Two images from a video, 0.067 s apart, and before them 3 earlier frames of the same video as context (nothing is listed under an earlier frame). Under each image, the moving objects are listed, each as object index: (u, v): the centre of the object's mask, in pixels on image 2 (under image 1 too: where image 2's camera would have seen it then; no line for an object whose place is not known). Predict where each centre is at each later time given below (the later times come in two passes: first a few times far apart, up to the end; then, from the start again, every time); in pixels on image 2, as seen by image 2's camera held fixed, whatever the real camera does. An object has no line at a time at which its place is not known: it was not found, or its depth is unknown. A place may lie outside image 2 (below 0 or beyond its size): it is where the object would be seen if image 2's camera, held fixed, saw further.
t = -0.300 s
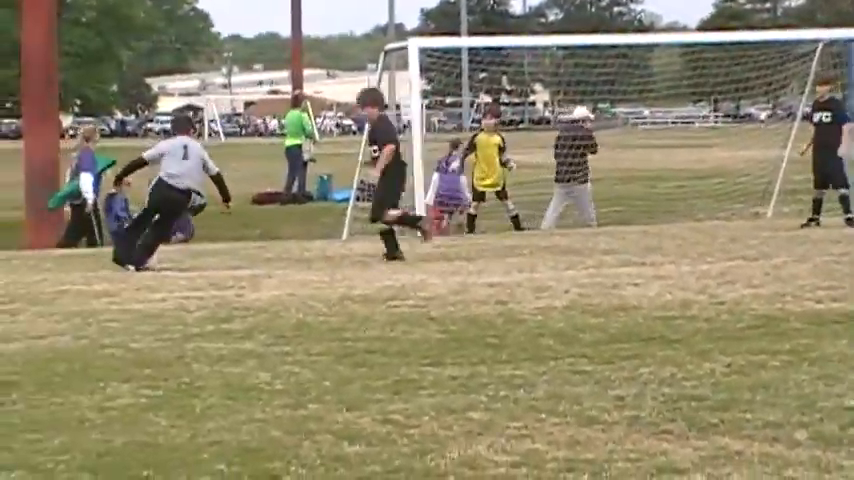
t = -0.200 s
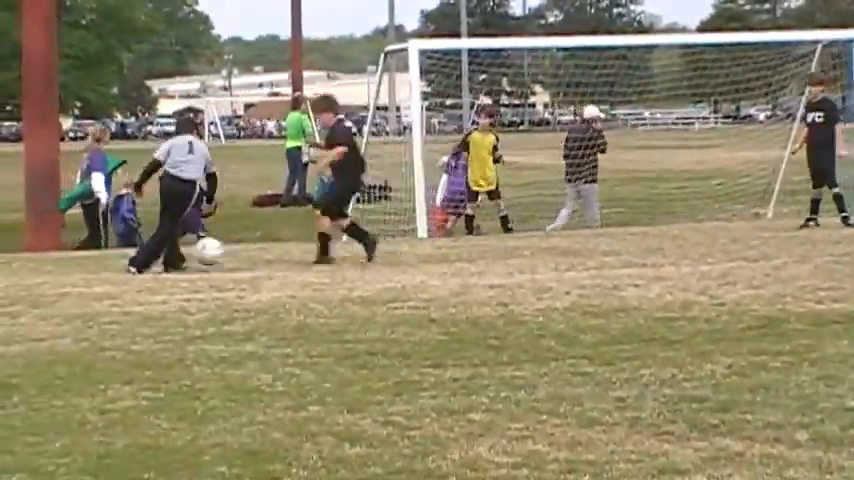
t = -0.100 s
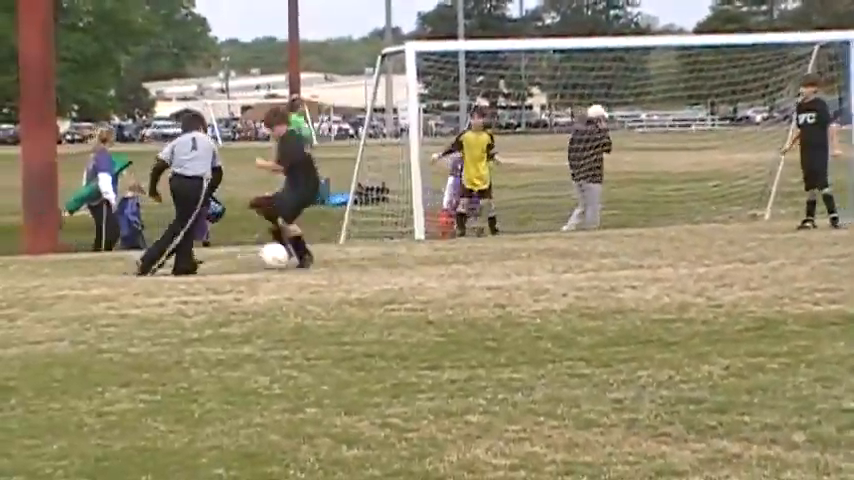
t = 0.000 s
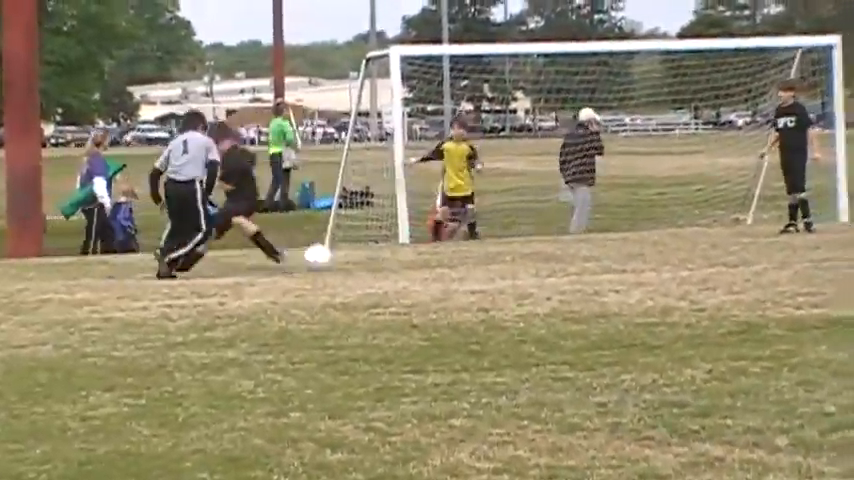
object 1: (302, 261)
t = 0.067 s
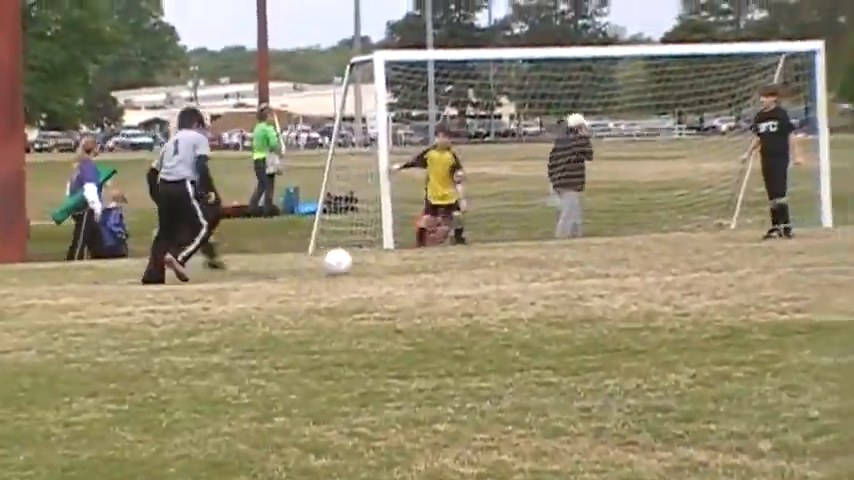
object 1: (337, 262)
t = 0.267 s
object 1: (424, 259)
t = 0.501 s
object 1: (489, 257)
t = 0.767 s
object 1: (546, 253)
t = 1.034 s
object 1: (597, 249)
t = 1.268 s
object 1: (633, 248)
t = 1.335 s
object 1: (643, 249)
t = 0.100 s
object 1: (354, 261)
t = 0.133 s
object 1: (370, 260)
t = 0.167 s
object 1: (384, 260)
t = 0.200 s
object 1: (399, 260)
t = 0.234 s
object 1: (412, 259)
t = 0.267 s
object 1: (424, 259)
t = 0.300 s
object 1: (435, 259)
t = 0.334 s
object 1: (446, 258)
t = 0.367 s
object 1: (456, 258)
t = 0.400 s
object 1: (465, 257)
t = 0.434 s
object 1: (473, 257)
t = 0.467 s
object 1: (482, 257)
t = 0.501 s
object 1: (489, 257)
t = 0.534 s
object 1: (498, 257)
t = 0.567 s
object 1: (505, 255)
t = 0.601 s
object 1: (512, 255)
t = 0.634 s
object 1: (519, 255)
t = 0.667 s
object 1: (527, 255)
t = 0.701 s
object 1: (533, 255)
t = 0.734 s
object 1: (540, 253)
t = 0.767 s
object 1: (546, 253)
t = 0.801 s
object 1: (553, 253)
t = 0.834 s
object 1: (560, 252)
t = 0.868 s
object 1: (566, 252)
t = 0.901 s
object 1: (572, 251)
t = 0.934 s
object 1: (578, 251)
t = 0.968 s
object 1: (584, 251)
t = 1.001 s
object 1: (591, 250)
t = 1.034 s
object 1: (597, 249)
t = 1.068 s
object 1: (602, 249)
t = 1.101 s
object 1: (608, 249)
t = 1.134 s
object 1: (613, 248)
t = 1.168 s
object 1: (618, 249)
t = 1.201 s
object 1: (623, 249)
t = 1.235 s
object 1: (628, 249)
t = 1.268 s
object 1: (633, 248)
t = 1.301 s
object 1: (638, 248)
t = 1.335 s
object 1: (643, 249)
